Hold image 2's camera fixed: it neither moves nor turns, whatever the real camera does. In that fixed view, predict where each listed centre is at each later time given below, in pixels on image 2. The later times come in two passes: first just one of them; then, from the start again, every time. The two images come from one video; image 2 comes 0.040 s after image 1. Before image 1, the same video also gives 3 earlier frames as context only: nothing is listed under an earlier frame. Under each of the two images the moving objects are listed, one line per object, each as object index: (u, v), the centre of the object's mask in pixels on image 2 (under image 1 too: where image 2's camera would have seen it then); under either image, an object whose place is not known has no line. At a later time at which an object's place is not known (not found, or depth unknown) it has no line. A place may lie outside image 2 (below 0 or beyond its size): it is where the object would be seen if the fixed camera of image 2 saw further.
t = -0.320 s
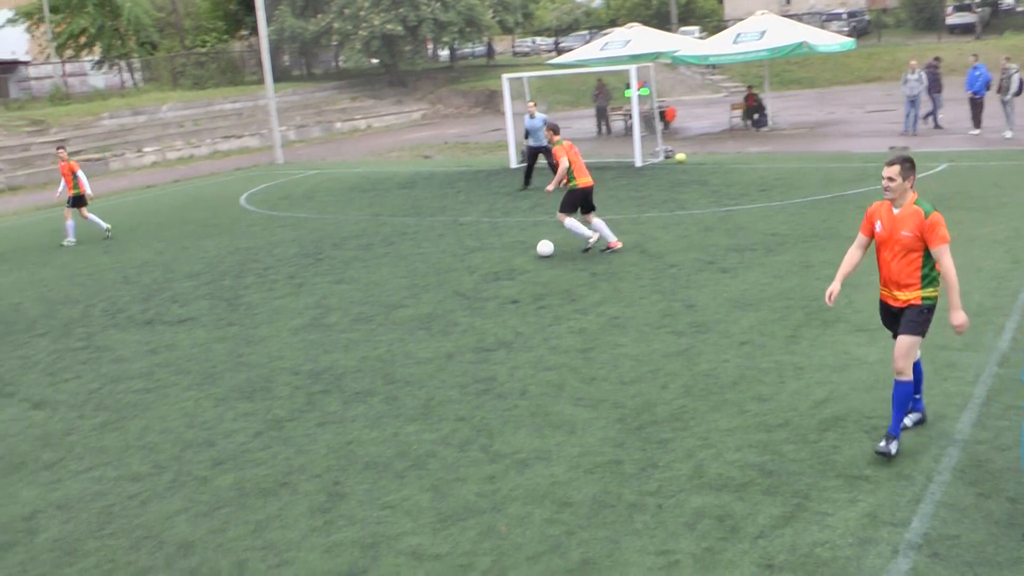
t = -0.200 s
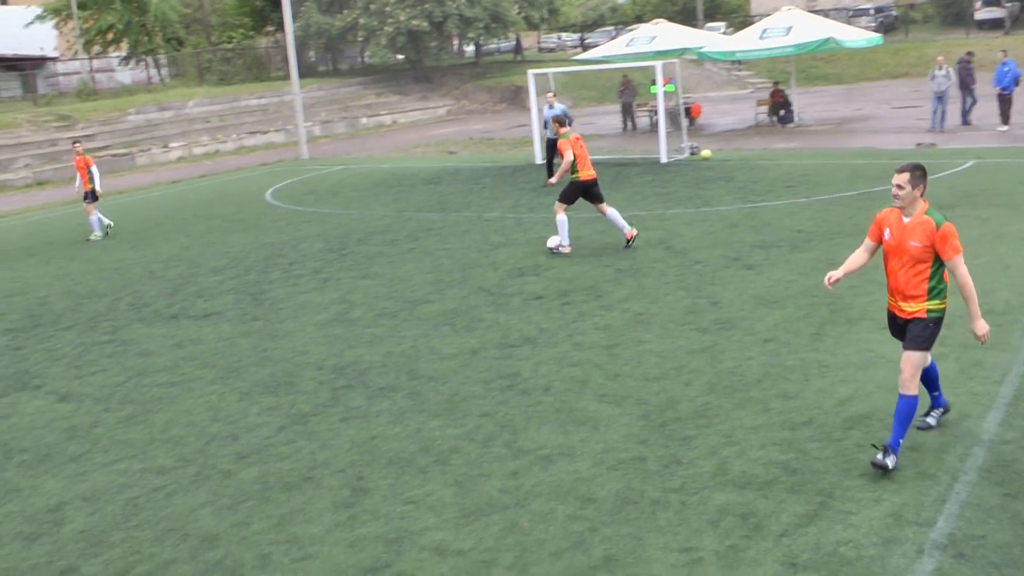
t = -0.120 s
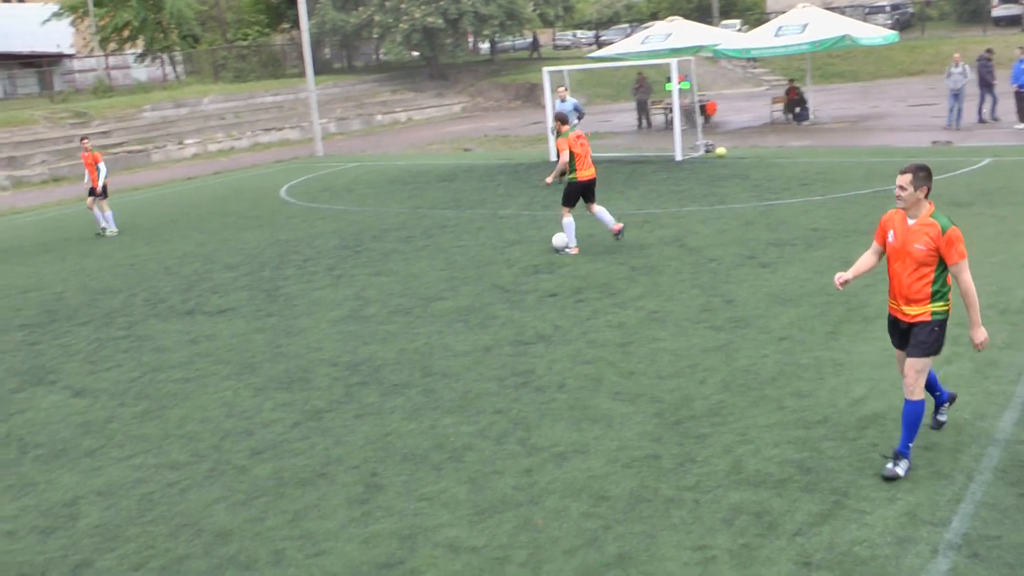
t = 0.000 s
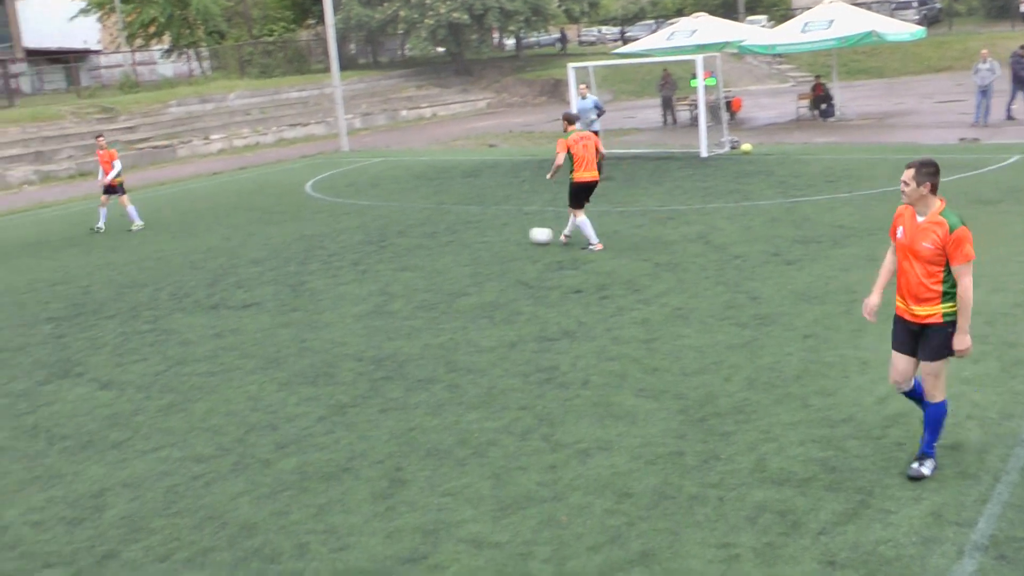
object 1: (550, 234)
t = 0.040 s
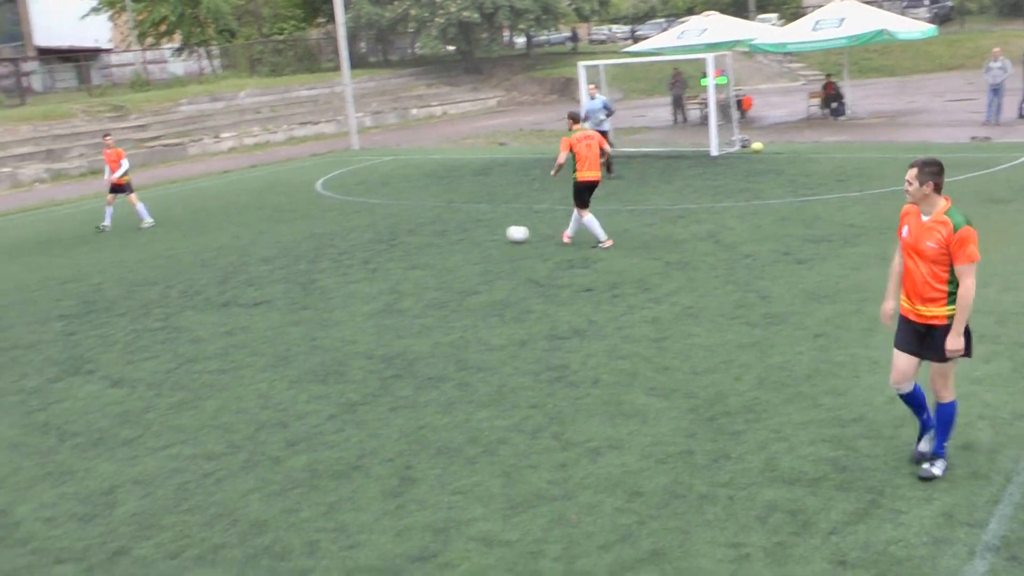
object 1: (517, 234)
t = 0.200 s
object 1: (403, 234)
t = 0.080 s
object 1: (486, 234)
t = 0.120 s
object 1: (456, 233)
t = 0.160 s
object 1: (429, 233)
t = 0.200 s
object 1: (403, 234)
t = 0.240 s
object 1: (379, 233)
